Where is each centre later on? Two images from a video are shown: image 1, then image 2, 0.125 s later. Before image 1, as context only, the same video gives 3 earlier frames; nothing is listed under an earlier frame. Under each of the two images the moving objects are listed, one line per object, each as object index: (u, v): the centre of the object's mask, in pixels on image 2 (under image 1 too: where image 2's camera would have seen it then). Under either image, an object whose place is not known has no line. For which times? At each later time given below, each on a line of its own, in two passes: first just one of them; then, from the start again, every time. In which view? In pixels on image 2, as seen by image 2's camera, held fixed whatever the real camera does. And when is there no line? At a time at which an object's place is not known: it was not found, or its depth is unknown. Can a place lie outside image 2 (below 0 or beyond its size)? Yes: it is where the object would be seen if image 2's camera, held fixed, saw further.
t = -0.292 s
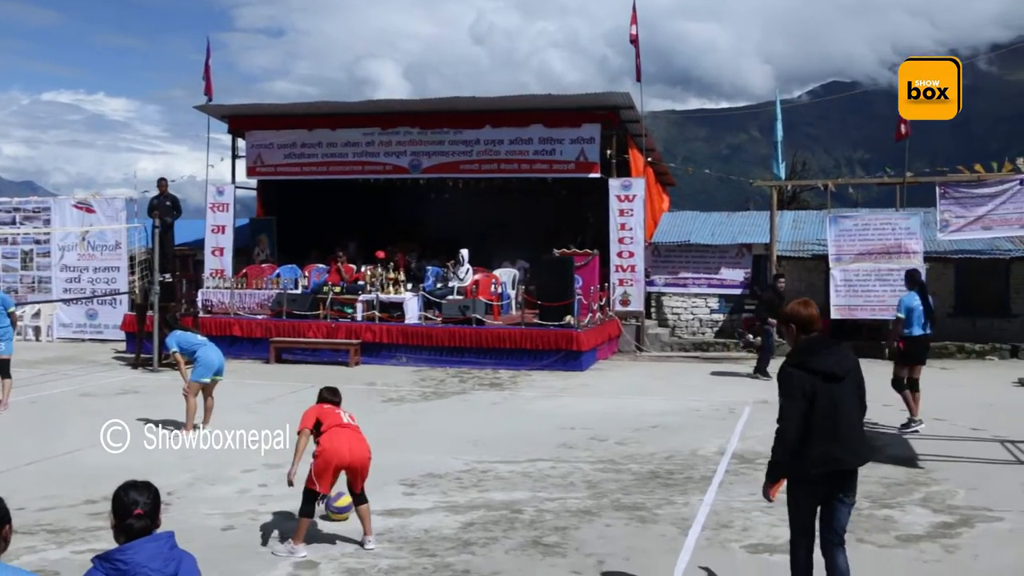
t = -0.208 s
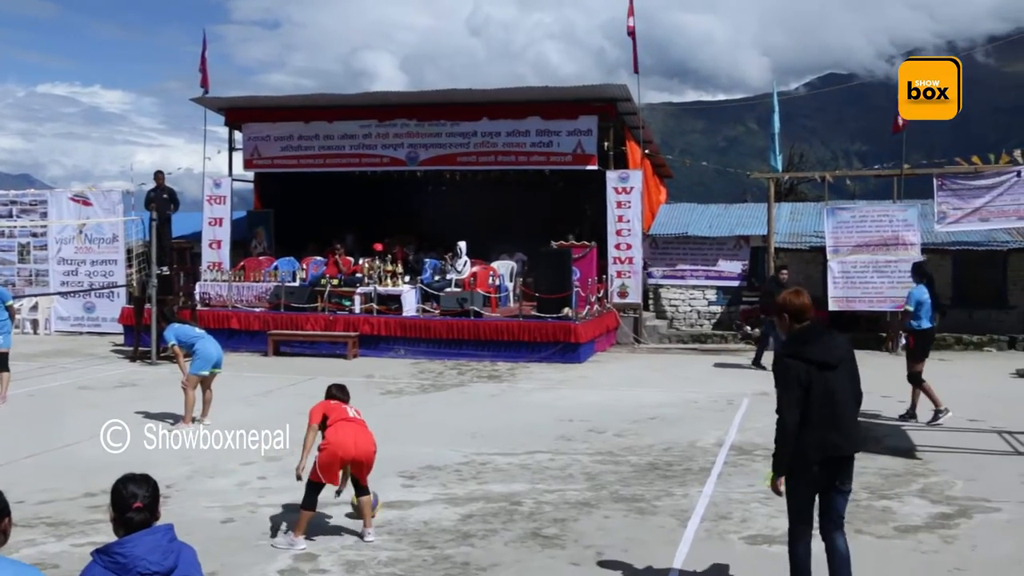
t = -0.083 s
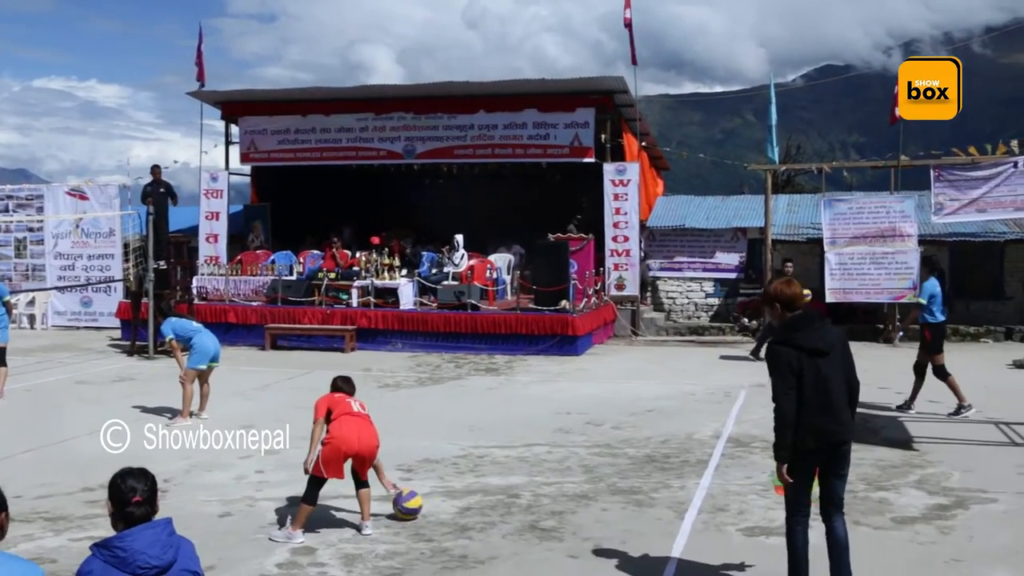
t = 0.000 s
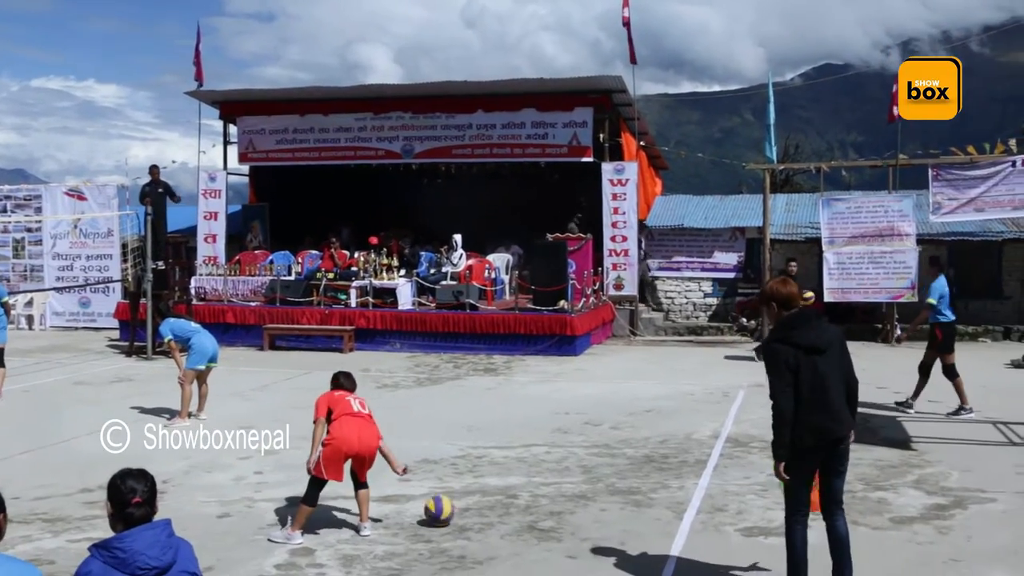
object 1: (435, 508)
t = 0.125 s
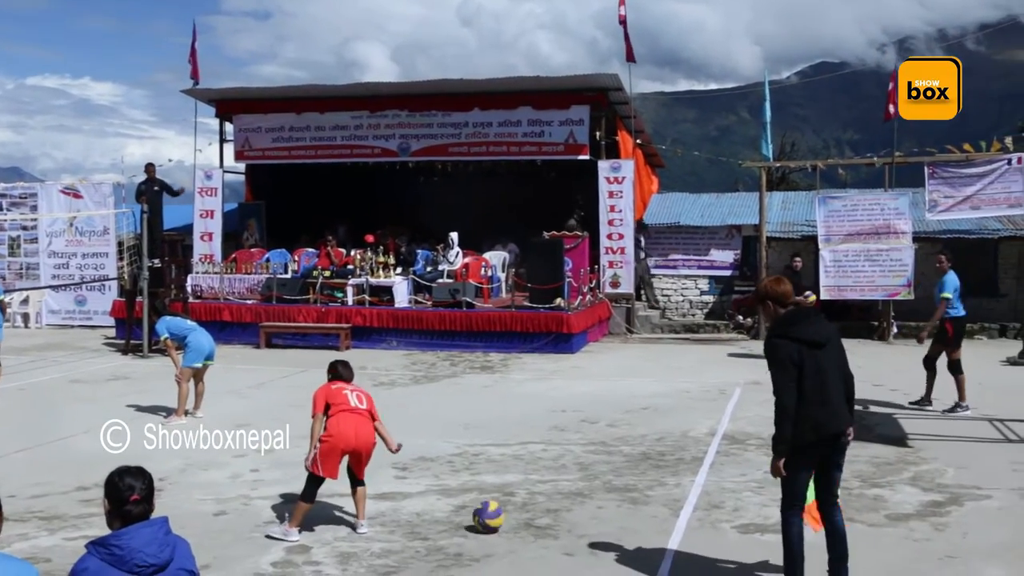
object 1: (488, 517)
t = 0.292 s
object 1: (562, 529)
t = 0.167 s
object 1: (505, 520)
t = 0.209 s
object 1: (523, 523)
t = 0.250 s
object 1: (542, 525)
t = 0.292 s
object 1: (562, 529)
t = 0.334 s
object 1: (582, 531)
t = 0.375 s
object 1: (602, 534)
